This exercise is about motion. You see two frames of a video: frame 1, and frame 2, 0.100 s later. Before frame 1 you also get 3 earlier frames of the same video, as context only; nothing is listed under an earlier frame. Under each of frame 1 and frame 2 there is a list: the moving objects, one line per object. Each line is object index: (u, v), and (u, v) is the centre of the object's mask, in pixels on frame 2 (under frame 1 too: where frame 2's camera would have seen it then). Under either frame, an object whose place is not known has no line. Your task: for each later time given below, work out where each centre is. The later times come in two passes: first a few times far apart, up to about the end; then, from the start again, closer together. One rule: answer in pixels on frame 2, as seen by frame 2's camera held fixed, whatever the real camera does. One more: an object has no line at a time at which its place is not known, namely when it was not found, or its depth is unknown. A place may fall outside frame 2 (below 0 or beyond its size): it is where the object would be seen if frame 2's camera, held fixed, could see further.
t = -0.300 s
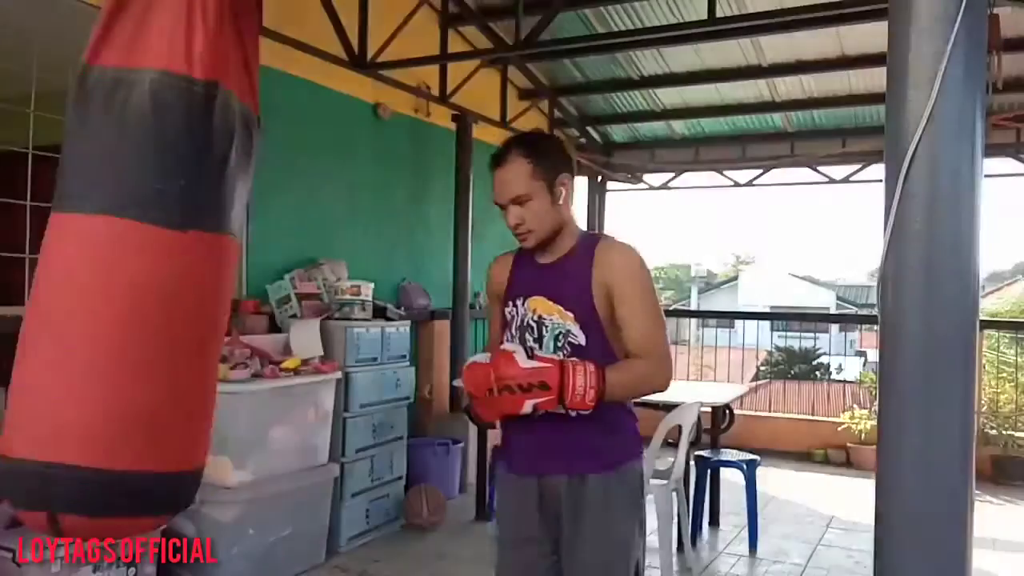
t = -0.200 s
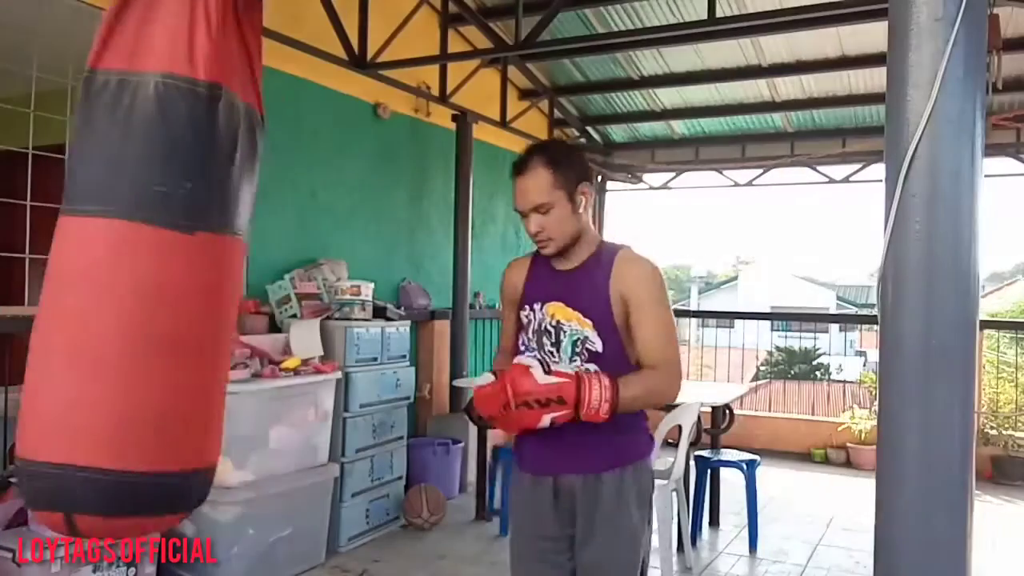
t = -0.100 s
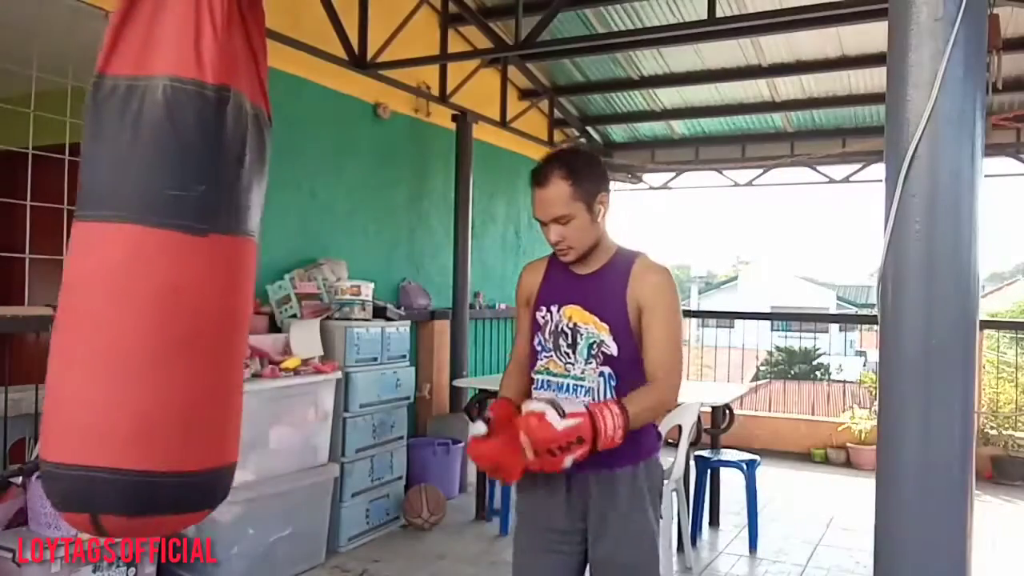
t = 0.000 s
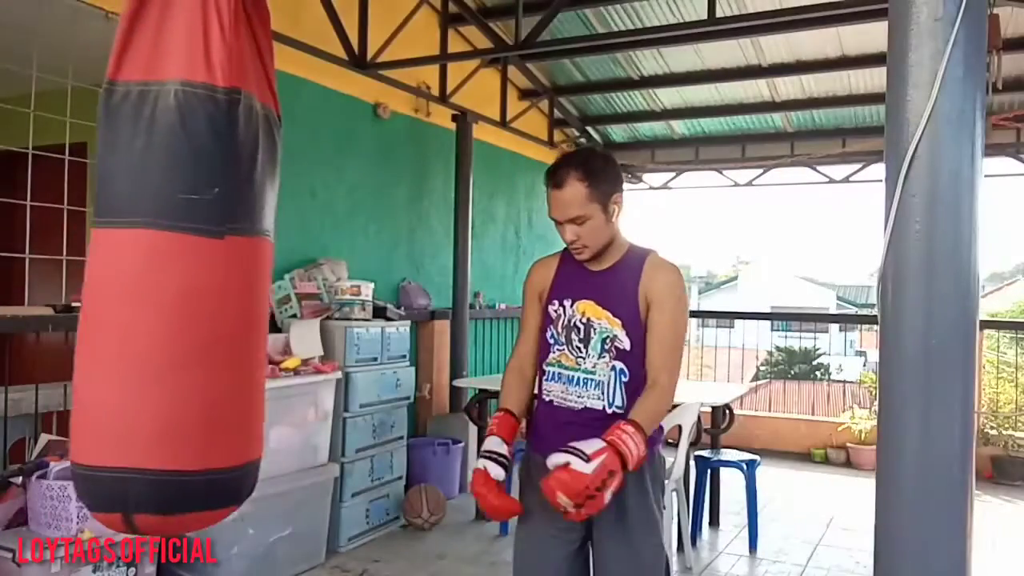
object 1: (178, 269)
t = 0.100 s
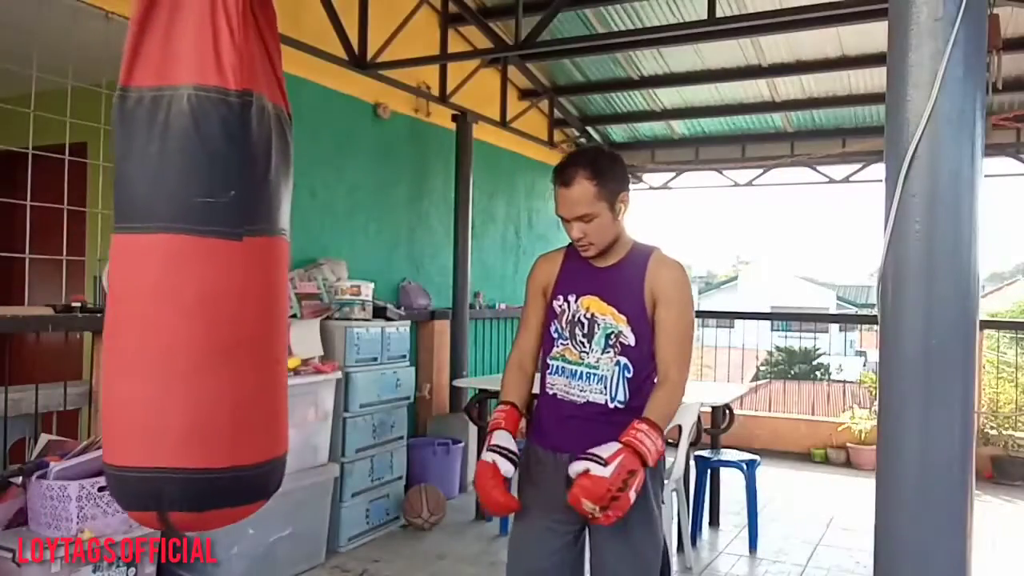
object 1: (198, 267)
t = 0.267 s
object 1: (228, 263)
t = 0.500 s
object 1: (255, 258)
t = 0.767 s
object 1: (254, 261)
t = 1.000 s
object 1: (225, 268)
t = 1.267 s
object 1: (178, 273)
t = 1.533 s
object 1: (151, 274)
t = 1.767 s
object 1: (159, 272)
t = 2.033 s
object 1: (196, 267)
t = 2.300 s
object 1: (231, 261)
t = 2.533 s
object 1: (242, 261)
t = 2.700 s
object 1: (239, 264)
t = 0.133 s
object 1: (205, 266)
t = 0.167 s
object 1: (211, 265)
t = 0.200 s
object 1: (217, 264)
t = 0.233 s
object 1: (223, 263)
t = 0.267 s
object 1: (228, 263)
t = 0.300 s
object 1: (234, 261)
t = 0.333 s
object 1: (239, 261)
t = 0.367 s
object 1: (243, 260)
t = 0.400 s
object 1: (247, 259)
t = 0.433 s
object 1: (250, 259)
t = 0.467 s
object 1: (252, 258)
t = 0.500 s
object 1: (255, 258)
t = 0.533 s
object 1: (256, 258)
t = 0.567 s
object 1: (257, 258)
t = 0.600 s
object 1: (257, 258)
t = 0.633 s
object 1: (257, 259)
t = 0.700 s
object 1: (257, 260)
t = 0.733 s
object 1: (255, 260)
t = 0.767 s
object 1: (254, 261)
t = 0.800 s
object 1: (251, 262)
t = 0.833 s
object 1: (248, 263)
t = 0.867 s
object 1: (244, 264)
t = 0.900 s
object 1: (240, 264)
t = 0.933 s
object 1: (235, 266)
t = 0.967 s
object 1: (230, 267)
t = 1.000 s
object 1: (225, 268)
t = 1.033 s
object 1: (219, 268)
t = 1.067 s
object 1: (214, 270)
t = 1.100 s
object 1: (207, 271)
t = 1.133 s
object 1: (201, 271)
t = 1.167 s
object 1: (195, 272)
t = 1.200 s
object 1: (189, 272)
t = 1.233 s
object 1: (183, 273)
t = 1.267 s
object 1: (178, 273)
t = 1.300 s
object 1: (173, 273)
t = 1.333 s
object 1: (168, 274)
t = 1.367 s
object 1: (164, 274)
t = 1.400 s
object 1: (160, 274)
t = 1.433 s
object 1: (156, 274)
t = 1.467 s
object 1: (154, 274)
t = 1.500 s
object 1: (152, 274)
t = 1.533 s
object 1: (151, 274)
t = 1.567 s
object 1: (150, 273)
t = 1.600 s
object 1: (150, 273)
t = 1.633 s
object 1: (150, 273)
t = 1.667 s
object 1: (151, 273)
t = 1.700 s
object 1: (153, 273)
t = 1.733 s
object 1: (156, 272)
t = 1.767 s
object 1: (159, 272)
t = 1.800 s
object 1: (162, 271)
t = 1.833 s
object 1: (167, 271)
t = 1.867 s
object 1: (171, 270)
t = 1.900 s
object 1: (175, 270)
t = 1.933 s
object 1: (180, 269)
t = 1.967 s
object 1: (185, 268)
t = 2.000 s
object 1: (190, 267)
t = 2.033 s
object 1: (196, 267)
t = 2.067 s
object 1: (201, 266)
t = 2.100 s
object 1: (206, 265)
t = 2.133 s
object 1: (210, 264)
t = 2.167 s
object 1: (215, 264)
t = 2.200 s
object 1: (218, 263)
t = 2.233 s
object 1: (223, 261)
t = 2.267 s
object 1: (228, 261)
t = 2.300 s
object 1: (231, 261)
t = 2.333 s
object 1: (234, 261)
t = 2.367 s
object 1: (236, 260)
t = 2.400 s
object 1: (239, 260)
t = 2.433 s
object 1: (241, 260)
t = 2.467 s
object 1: (242, 260)
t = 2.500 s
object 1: (242, 260)
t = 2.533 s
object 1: (242, 261)
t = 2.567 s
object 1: (243, 261)
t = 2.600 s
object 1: (243, 262)
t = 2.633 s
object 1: (242, 262)
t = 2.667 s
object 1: (241, 263)
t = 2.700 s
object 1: (239, 264)
